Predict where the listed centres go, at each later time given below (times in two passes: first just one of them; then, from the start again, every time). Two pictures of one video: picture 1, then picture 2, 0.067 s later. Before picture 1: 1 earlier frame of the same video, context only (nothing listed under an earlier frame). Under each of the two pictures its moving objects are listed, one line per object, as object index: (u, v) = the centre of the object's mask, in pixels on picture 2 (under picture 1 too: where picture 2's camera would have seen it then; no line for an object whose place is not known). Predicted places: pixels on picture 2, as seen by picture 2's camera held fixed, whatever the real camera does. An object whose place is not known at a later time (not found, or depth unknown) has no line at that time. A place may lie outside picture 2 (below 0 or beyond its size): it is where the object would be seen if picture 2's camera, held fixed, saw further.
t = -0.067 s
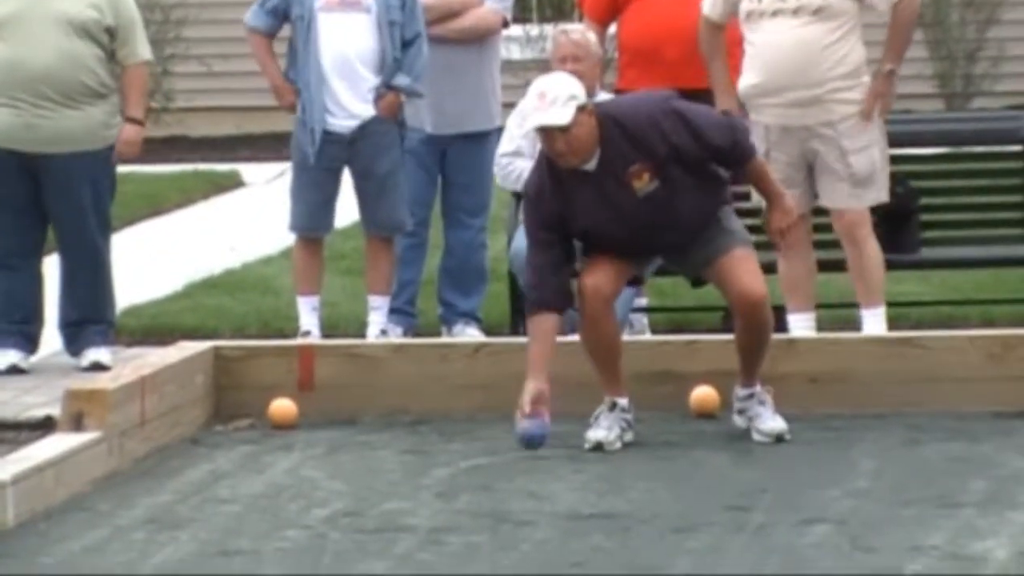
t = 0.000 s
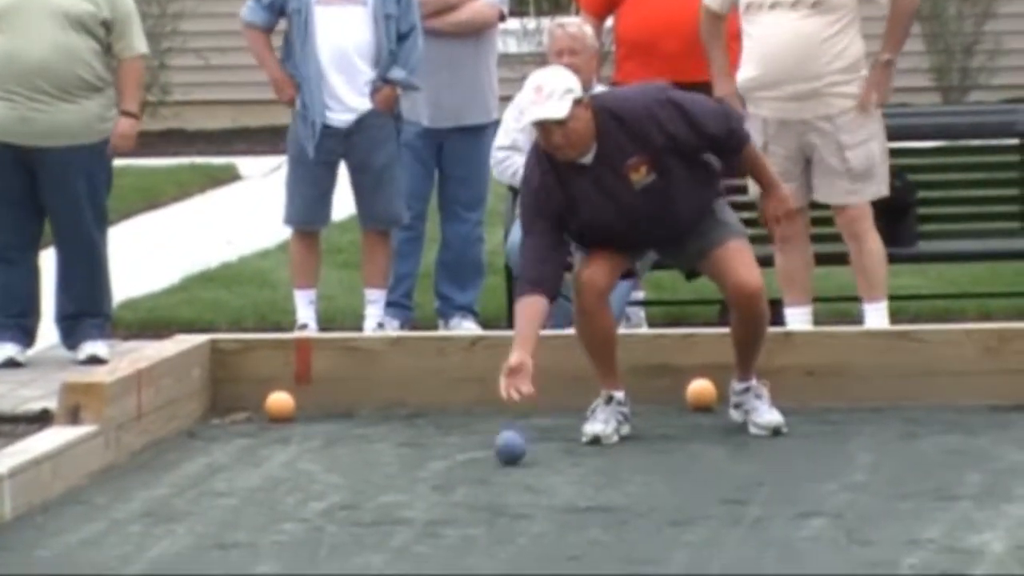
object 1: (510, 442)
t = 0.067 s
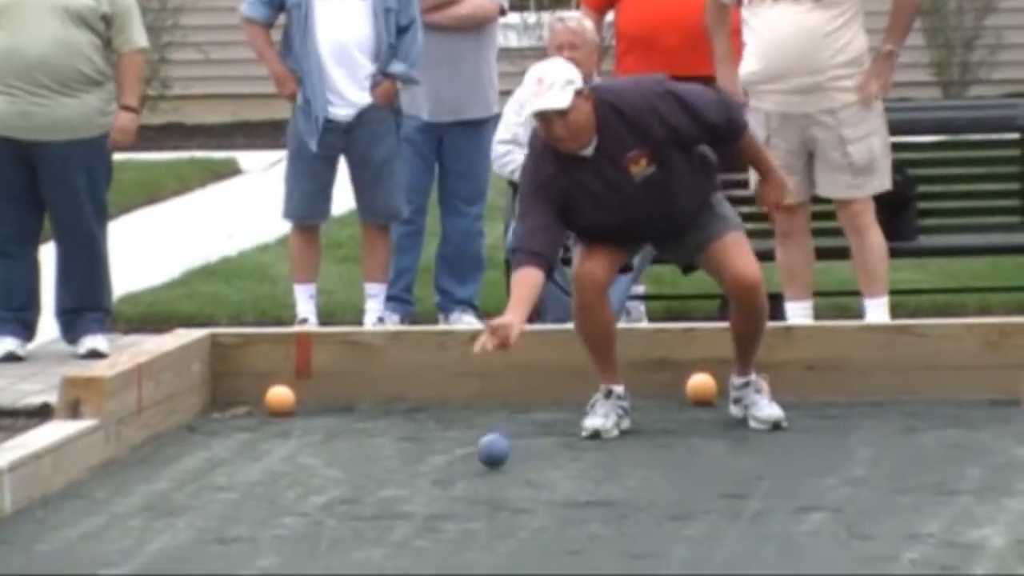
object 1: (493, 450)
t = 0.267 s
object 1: (447, 489)
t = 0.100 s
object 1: (485, 460)
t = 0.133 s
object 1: (477, 465)
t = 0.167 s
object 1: (470, 470)
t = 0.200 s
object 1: (461, 477)
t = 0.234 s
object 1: (454, 482)
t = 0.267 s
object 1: (447, 489)
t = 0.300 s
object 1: (440, 493)
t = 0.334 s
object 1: (433, 501)
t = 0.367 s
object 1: (425, 505)
